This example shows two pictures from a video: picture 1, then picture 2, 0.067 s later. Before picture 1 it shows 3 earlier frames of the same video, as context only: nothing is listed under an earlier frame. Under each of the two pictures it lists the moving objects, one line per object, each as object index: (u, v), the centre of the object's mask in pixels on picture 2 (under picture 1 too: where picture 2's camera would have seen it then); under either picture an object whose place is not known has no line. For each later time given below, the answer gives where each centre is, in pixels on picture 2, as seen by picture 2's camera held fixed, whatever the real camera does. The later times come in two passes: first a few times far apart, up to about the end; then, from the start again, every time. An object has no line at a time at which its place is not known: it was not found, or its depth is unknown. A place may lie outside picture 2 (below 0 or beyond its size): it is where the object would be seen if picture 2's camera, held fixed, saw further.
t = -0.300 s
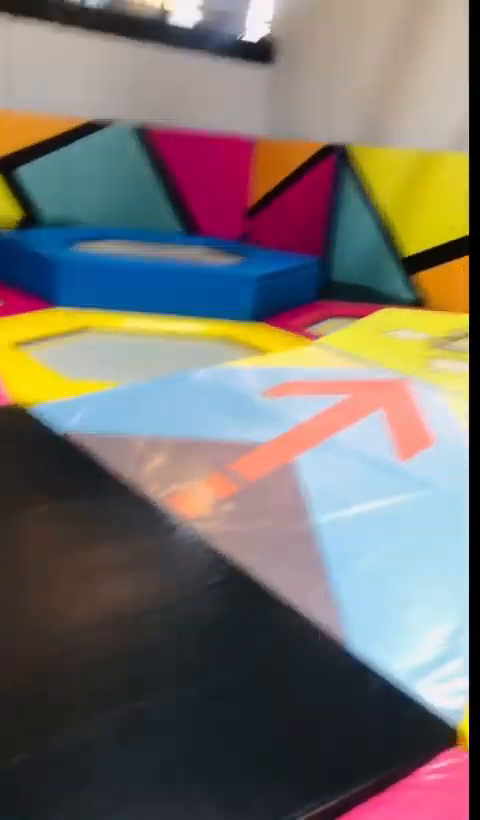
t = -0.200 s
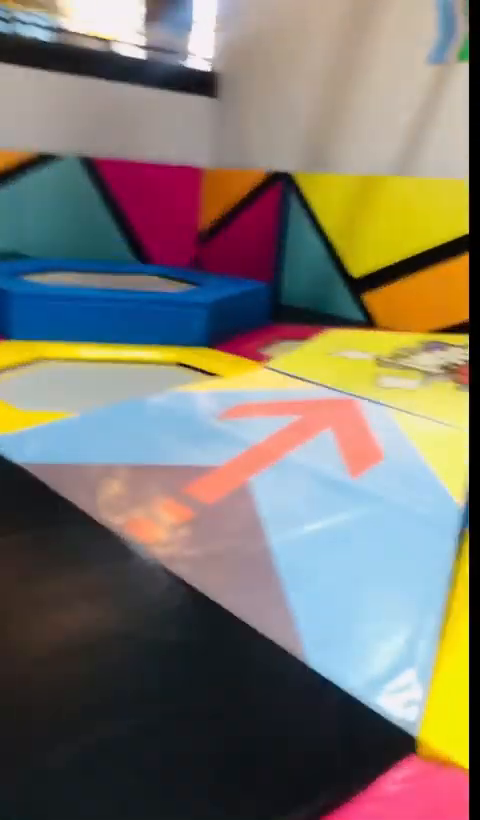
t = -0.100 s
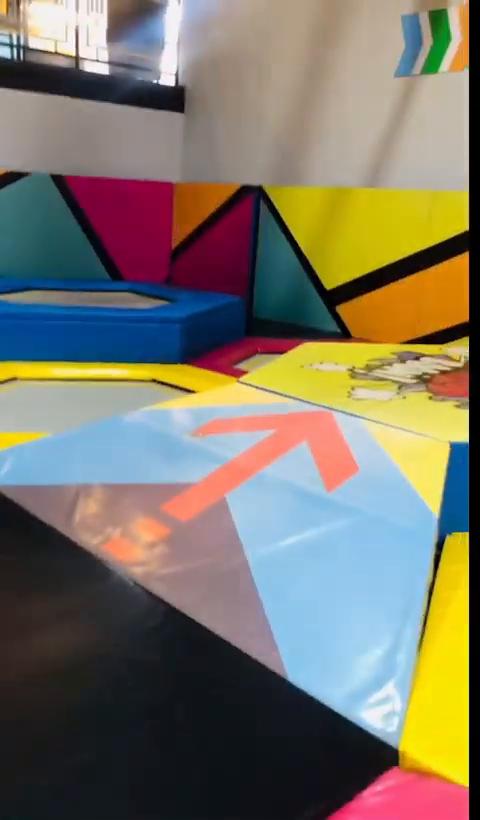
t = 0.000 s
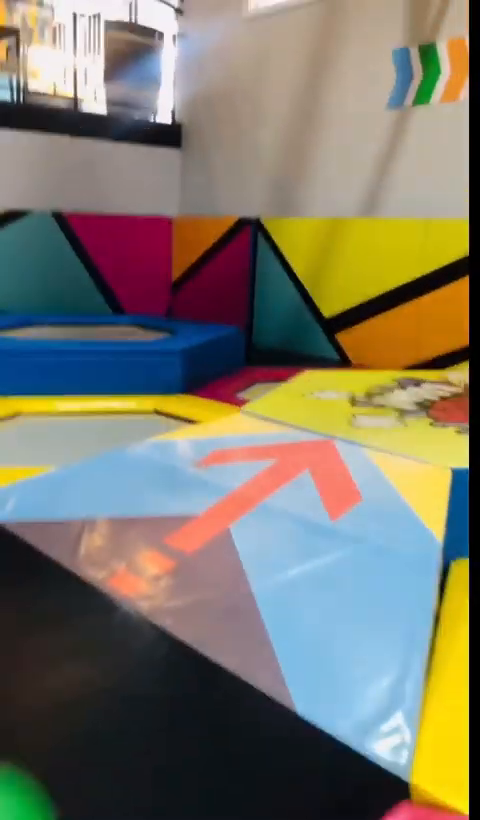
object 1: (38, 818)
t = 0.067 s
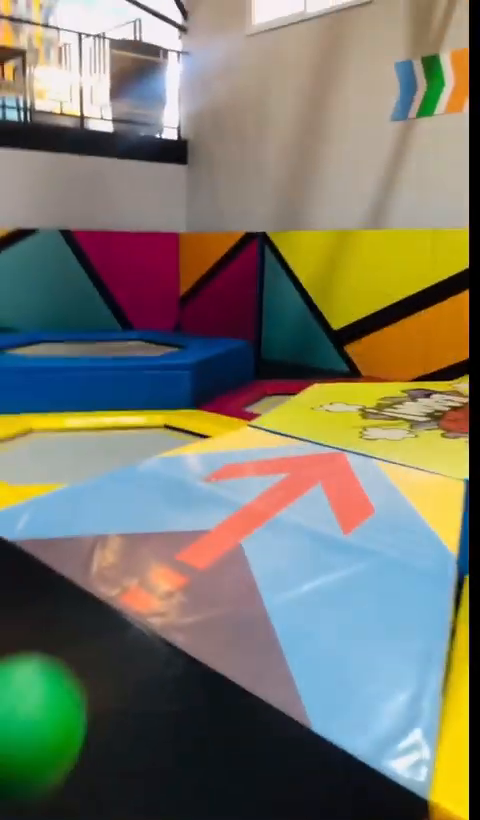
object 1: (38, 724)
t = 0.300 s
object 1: (71, 602)
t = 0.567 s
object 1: (94, 549)
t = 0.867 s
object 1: (116, 506)
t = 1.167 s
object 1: (70, 458)
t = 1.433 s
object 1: (13, 476)
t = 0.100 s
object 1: (39, 678)
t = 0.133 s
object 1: (40, 646)
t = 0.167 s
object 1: (48, 624)
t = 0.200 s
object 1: (55, 610)
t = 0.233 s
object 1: (61, 602)
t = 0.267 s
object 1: (66, 600)
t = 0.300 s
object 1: (71, 602)
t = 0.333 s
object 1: (74, 609)
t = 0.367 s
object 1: (78, 617)
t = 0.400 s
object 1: (82, 628)
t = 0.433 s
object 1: (84, 642)
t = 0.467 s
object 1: (86, 630)
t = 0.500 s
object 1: (90, 596)
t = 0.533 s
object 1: (92, 567)
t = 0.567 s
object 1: (94, 549)
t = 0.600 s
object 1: (97, 530)
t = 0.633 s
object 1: (101, 516)
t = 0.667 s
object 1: (103, 506)
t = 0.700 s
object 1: (105, 500)
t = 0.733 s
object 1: (107, 496)
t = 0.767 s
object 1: (109, 495)
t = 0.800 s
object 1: (111, 497)
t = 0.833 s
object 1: (114, 500)
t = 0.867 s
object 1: (116, 506)
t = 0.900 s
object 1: (118, 515)
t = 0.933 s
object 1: (117, 514)
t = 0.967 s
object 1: (109, 496)
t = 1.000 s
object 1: (102, 483)
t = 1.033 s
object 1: (95, 473)
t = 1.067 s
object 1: (88, 466)
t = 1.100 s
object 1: (82, 461)
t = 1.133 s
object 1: (75, 458)
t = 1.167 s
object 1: (70, 458)
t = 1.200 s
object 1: (64, 460)
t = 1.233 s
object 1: (58, 464)
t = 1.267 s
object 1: (53, 470)
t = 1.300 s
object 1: (48, 478)
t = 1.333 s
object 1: (43, 490)
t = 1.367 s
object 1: (37, 491)
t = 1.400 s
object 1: (25, 482)
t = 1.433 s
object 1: (13, 476)
